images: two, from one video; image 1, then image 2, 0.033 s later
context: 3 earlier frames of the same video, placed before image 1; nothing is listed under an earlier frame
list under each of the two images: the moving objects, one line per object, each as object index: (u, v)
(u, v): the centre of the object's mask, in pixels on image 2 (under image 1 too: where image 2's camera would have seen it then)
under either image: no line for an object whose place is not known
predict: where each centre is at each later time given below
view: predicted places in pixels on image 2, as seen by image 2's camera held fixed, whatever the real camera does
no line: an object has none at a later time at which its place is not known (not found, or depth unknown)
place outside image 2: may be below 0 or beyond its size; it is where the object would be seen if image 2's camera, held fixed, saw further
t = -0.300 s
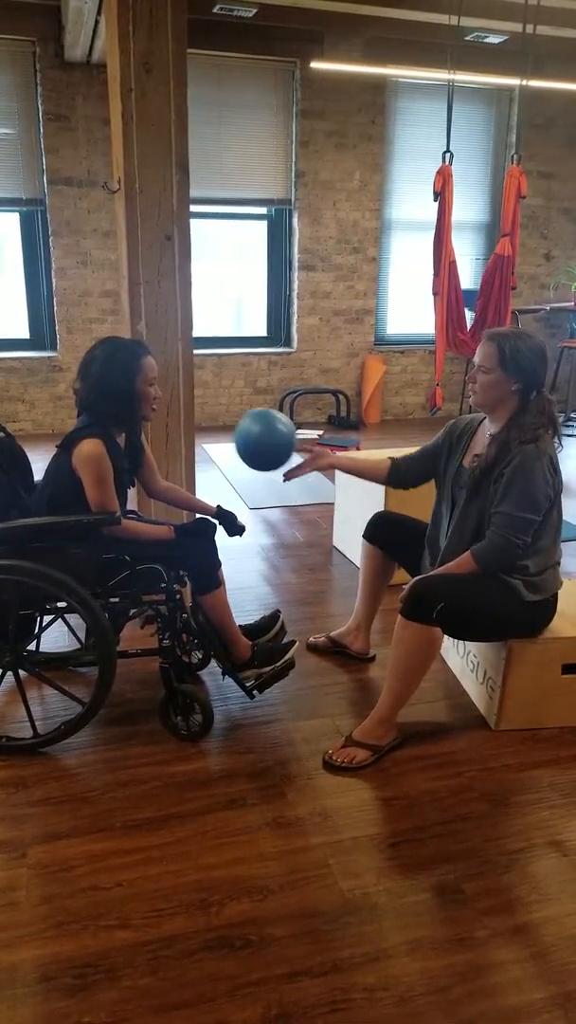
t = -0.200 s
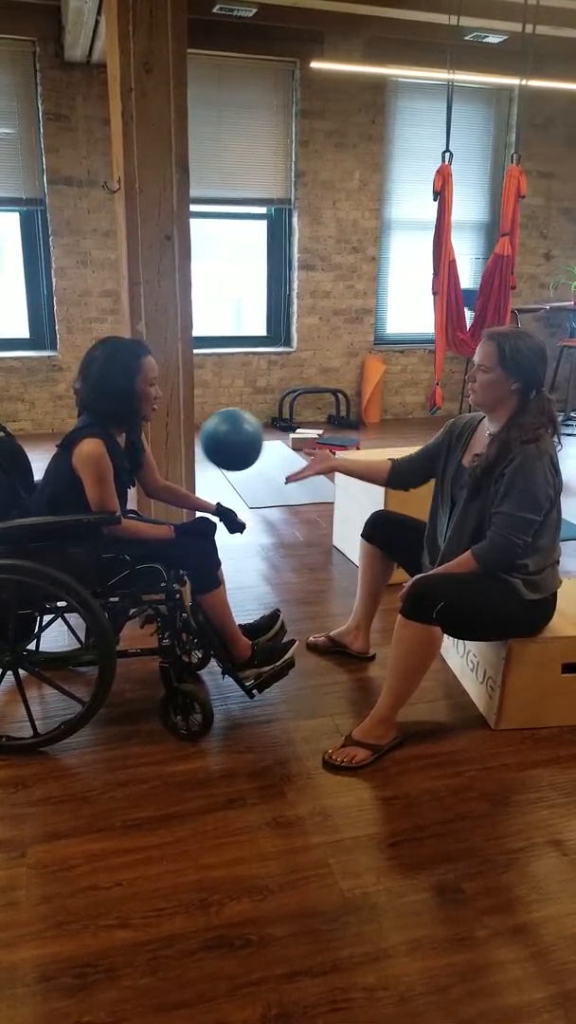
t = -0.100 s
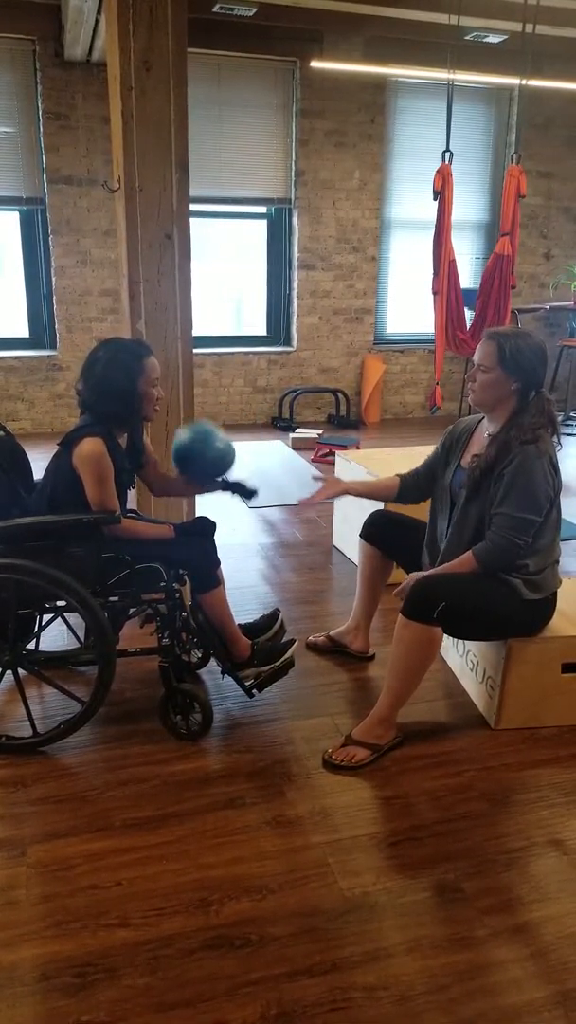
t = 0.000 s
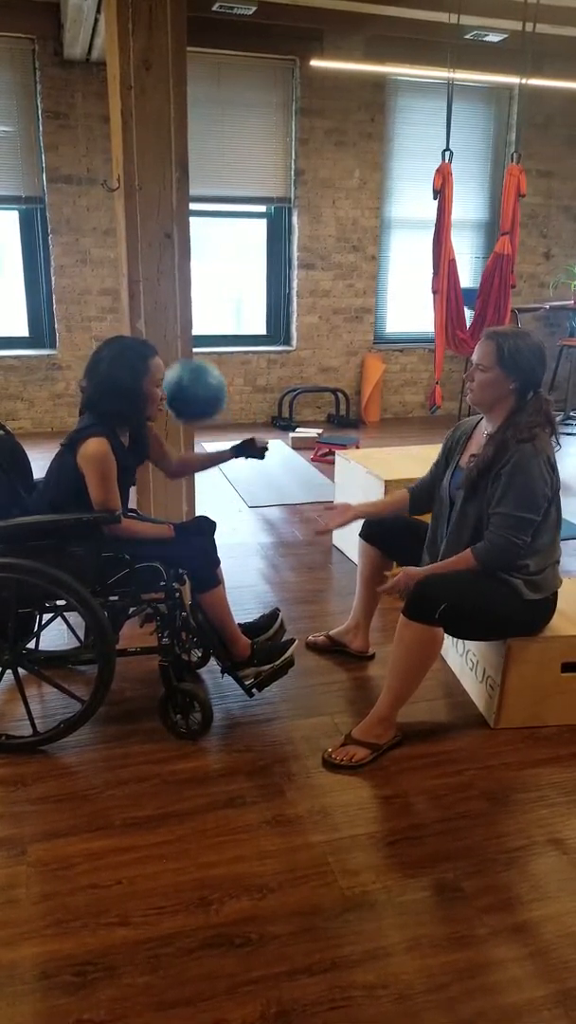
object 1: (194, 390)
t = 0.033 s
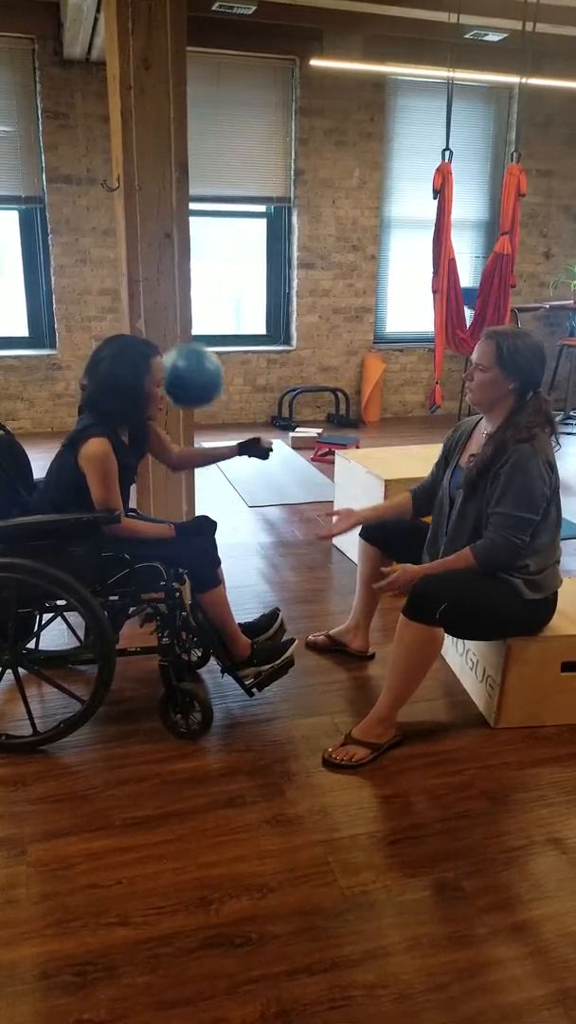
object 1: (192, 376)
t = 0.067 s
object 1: (190, 364)
